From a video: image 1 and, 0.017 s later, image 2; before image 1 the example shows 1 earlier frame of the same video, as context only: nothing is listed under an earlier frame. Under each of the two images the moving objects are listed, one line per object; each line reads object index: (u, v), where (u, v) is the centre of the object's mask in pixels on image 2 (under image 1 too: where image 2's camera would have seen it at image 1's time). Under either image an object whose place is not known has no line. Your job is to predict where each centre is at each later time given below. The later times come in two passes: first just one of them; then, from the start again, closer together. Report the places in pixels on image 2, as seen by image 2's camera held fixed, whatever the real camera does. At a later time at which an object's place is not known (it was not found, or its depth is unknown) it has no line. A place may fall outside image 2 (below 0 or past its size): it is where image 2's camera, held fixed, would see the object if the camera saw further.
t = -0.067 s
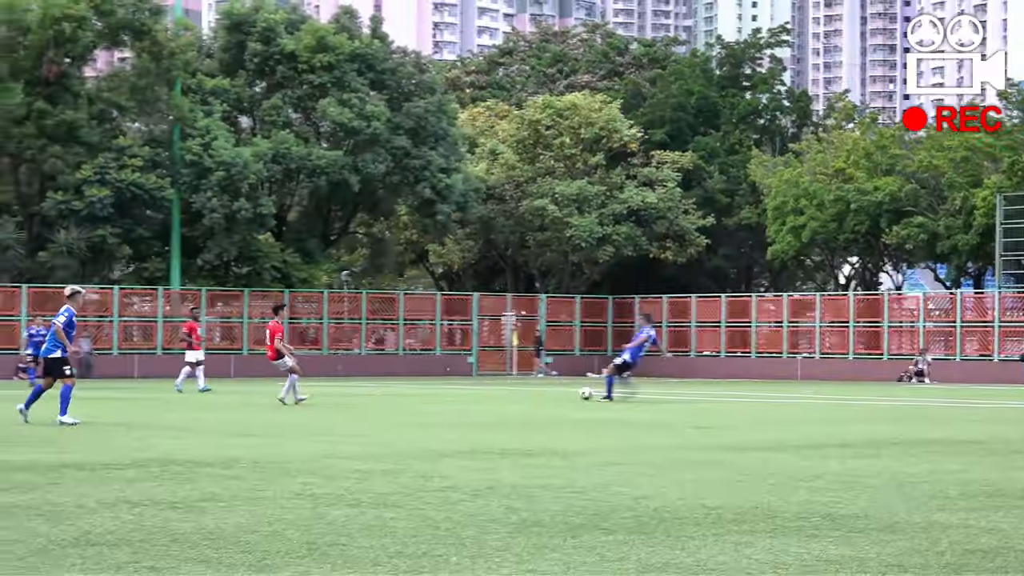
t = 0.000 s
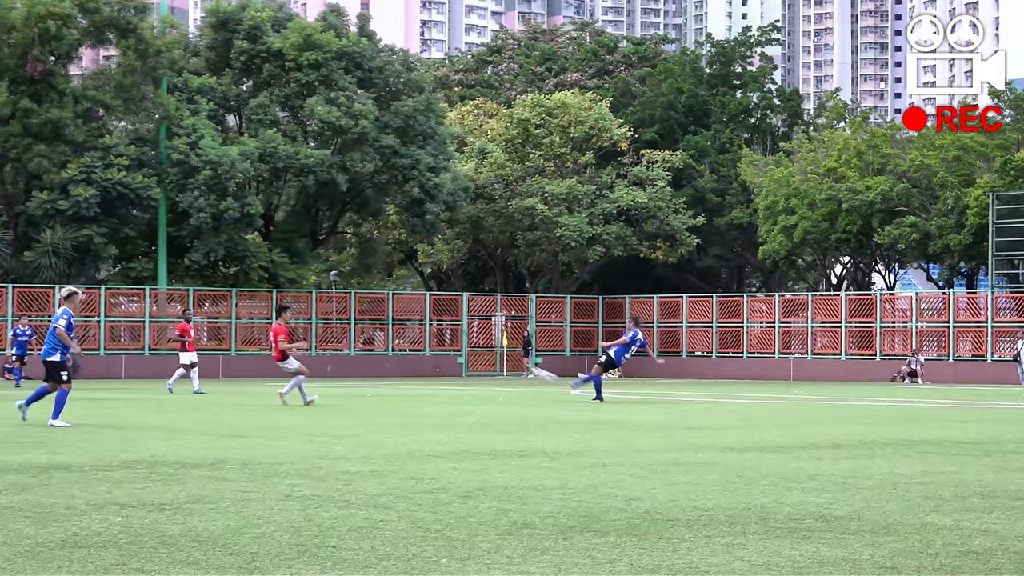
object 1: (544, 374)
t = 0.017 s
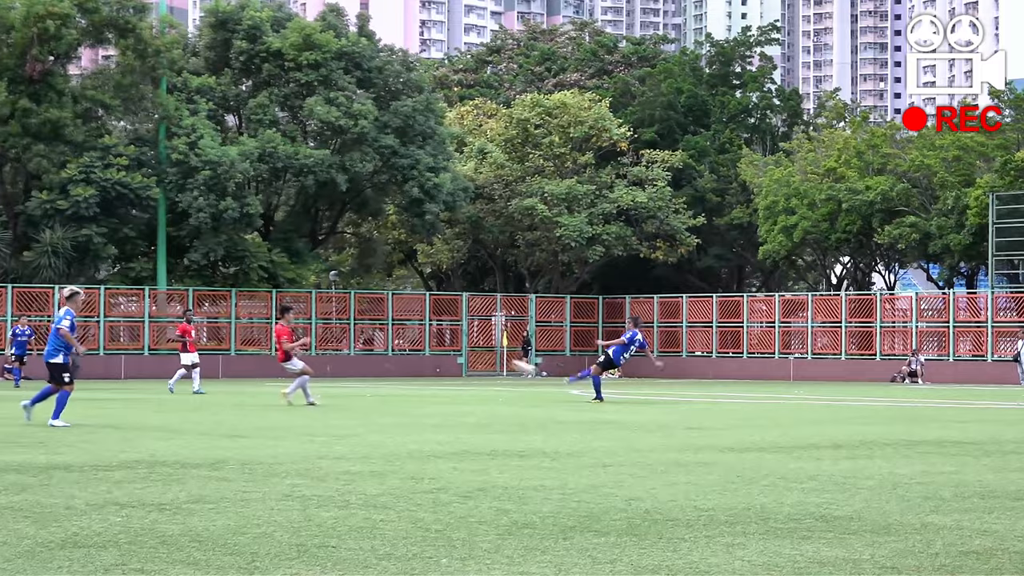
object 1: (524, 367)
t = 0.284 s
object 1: (203, 251)
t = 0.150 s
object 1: (364, 307)
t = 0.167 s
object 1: (343, 299)
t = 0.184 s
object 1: (323, 292)
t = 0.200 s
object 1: (303, 285)
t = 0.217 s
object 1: (283, 278)
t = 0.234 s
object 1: (263, 272)
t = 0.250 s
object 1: (243, 265)
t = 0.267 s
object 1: (223, 259)
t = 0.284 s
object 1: (203, 251)
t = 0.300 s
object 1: (182, 244)
